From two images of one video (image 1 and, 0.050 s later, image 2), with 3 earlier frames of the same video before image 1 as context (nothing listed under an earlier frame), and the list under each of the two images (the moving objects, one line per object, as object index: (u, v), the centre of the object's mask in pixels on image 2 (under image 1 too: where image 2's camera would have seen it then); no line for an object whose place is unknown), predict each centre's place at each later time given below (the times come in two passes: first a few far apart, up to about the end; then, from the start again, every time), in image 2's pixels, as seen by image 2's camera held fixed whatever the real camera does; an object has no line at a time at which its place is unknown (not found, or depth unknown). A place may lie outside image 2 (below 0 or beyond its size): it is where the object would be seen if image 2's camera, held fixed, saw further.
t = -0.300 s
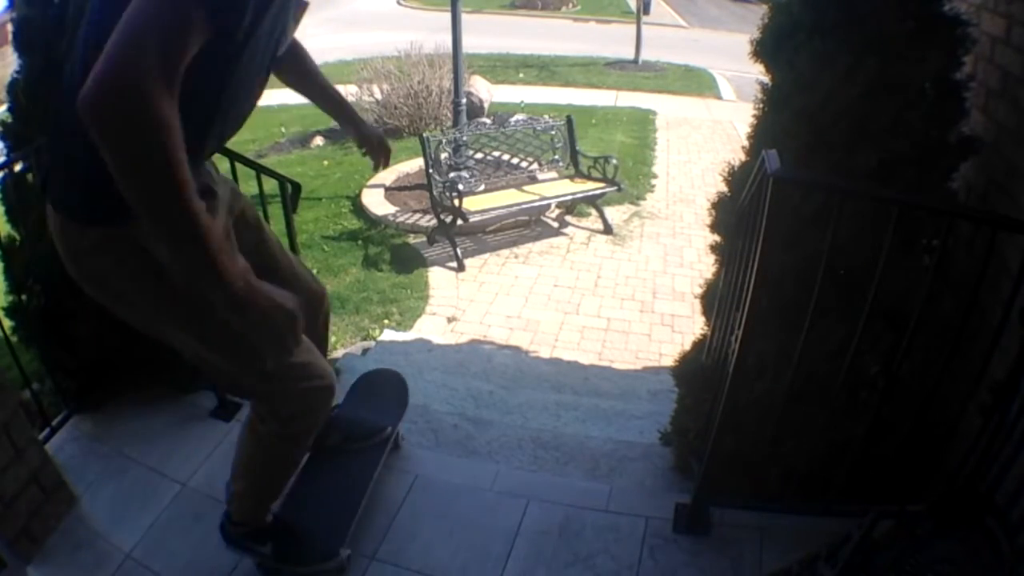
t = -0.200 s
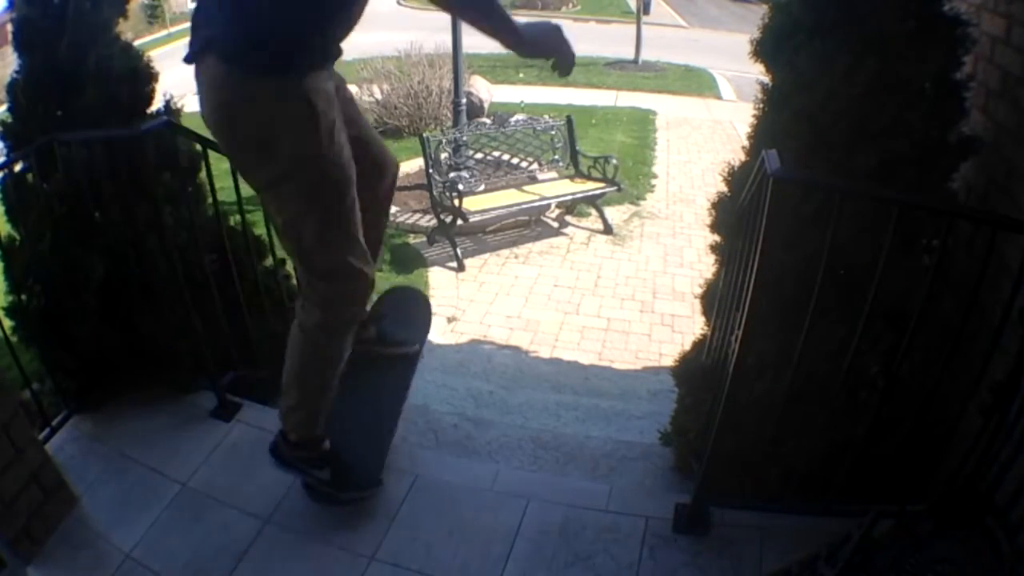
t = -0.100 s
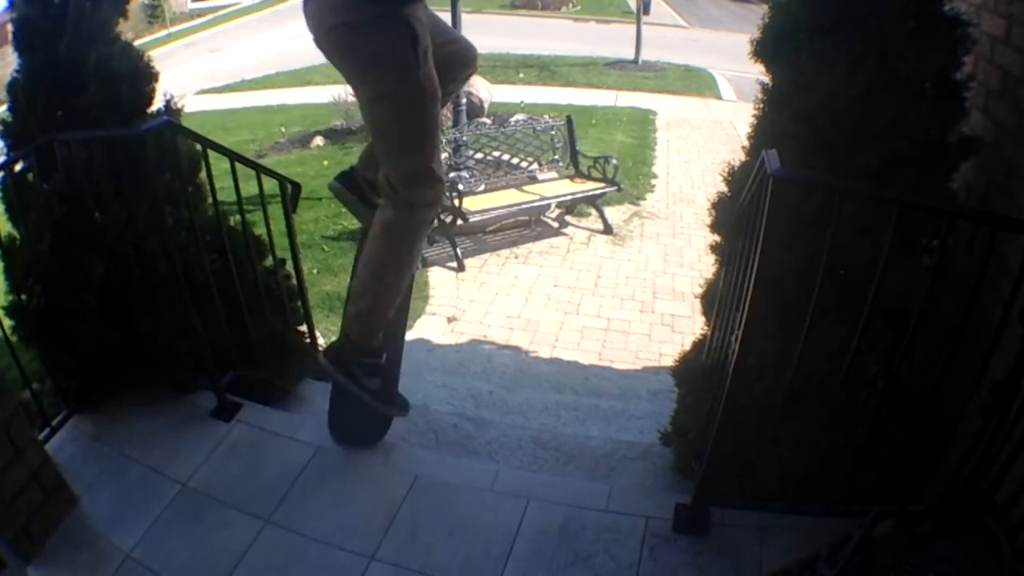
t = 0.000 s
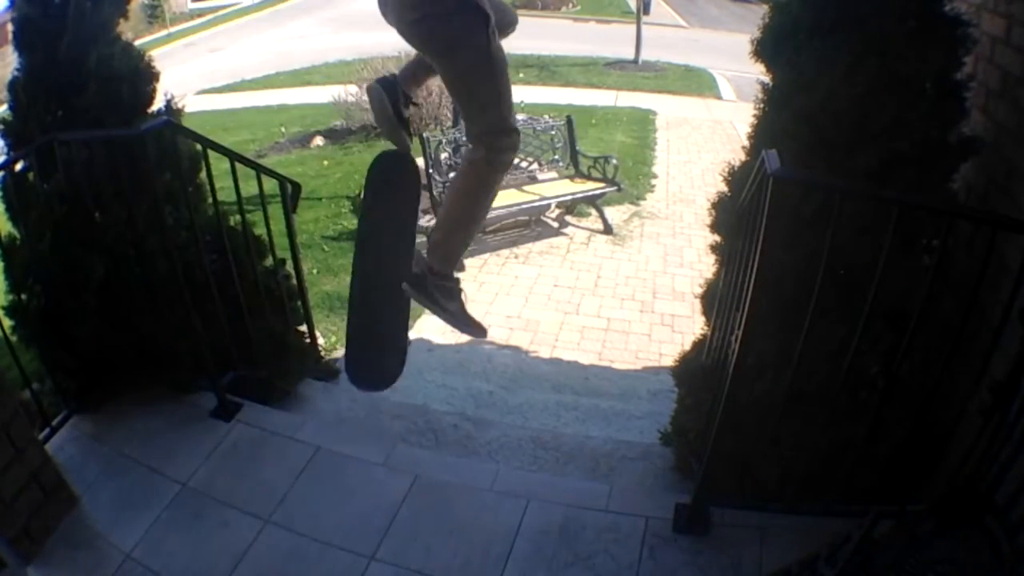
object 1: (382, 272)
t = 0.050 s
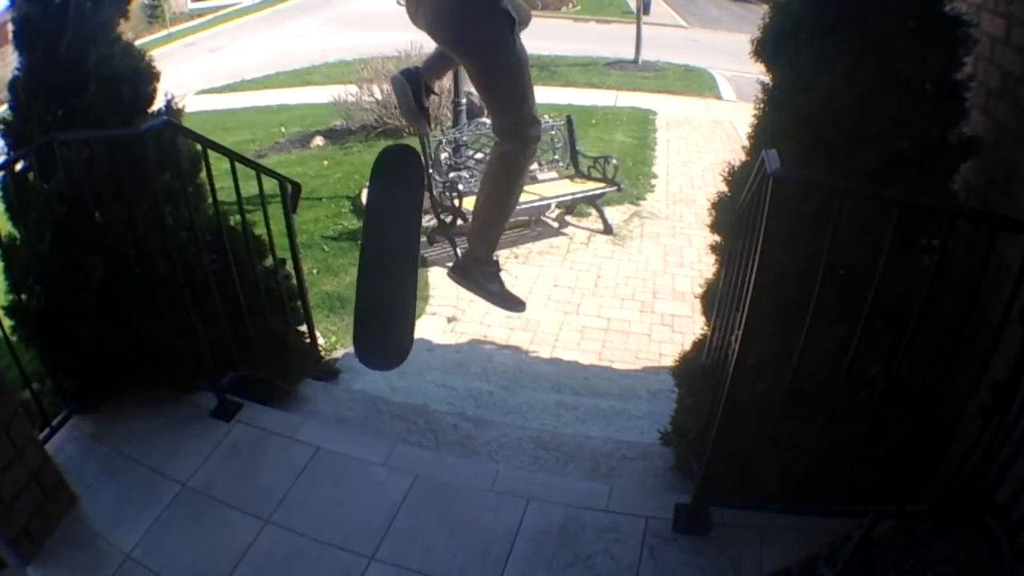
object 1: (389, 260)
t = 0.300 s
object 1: (424, 280)
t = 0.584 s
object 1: (422, 283)
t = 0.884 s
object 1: (395, 305)
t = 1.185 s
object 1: (397, 309)
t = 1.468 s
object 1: (399, 308)
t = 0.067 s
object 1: (391, 257)
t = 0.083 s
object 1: (394, 255)
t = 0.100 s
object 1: (396, 253)
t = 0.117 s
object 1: (399, 253)
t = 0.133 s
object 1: (401, 253)
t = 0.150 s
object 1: (403, 253)
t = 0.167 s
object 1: (406, 254)
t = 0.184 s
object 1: (408, 256)
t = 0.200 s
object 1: (410, 258)
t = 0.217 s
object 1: (413, 261)
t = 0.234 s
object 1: (415, 263)
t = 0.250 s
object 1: (417, 267)
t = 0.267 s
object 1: (419, 271)
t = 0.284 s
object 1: (422, 275)
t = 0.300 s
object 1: (424, 280)
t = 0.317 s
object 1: (426, 286)
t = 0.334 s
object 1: (428, 290)
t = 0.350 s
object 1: (431, 296)
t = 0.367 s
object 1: (432, 302)
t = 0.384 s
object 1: (432, 297)
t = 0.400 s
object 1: (430, 296)
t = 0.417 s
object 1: (431, 299)
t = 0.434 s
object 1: (429, 299)
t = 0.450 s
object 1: (431, 304)
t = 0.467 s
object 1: (432, 301)
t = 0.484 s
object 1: (430, 297)
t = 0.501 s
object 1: (424, 292)
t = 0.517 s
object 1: (423, 289)
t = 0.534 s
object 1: (423, 287)
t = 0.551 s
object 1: (423, 285)
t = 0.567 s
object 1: (422, 283)
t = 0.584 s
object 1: (422, 283)
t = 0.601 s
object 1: (421, 283)
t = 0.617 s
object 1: (421, 281)
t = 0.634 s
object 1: (419, 281)
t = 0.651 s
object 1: (417, 281)
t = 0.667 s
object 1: (416, 281)
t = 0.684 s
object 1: (415, 281)
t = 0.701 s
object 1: (414, 281)
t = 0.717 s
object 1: (413, 282)
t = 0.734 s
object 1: (412, 283)
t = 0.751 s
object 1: (410, 284)
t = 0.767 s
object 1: (408, 285)
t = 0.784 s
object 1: (407, 286)
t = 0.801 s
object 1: (405, 288)
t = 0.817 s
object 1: (403, 291)
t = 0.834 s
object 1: (402, 293)
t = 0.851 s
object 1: (399, 297)
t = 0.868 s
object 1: (398, 301)
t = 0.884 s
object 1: (395, 305)
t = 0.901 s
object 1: (394, 307)
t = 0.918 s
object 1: (391, 308)
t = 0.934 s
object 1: (391, 308)
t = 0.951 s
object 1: (390, 308)
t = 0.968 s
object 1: (388, 309)
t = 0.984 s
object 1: (391, 307)
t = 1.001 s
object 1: (392, 307)
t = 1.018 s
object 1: (394, 308)
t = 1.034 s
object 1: (398, 308)
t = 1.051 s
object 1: (398, 308)
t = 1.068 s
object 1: (397, 309)
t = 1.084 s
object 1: (397, 309)
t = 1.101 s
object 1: (397, 309)
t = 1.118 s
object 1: (397, 309)
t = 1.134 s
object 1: (397, 309)
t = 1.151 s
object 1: (397, 309)
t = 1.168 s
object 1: (397, 309)
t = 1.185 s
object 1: (397, 309)
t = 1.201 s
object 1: (397, 309)
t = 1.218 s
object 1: (397, 309)
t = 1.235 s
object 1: (398, 309)
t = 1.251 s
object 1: (398, 309)
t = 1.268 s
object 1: (398, 309)
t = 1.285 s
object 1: (398, 309)
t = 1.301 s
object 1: (398, 309)
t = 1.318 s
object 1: (398, 309)
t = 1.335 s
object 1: (399, 309)
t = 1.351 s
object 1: (399, 309)
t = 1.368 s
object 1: (399, 309)
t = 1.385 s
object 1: (399, 309)
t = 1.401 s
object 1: (399, 309)
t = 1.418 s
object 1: (399, 309)
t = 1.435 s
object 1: (399, 308)
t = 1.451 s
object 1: (399, 308)
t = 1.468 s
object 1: (399, 308)
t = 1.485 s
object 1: (399, 308)
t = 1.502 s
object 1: (399, 308)
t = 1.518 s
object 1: (399, 308)
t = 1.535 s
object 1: (399, 308)
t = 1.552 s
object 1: (399, 308)
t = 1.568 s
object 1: (399, 308)
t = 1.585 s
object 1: (399, 308)
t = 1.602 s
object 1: (399, 308)
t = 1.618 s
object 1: (399, 308)
